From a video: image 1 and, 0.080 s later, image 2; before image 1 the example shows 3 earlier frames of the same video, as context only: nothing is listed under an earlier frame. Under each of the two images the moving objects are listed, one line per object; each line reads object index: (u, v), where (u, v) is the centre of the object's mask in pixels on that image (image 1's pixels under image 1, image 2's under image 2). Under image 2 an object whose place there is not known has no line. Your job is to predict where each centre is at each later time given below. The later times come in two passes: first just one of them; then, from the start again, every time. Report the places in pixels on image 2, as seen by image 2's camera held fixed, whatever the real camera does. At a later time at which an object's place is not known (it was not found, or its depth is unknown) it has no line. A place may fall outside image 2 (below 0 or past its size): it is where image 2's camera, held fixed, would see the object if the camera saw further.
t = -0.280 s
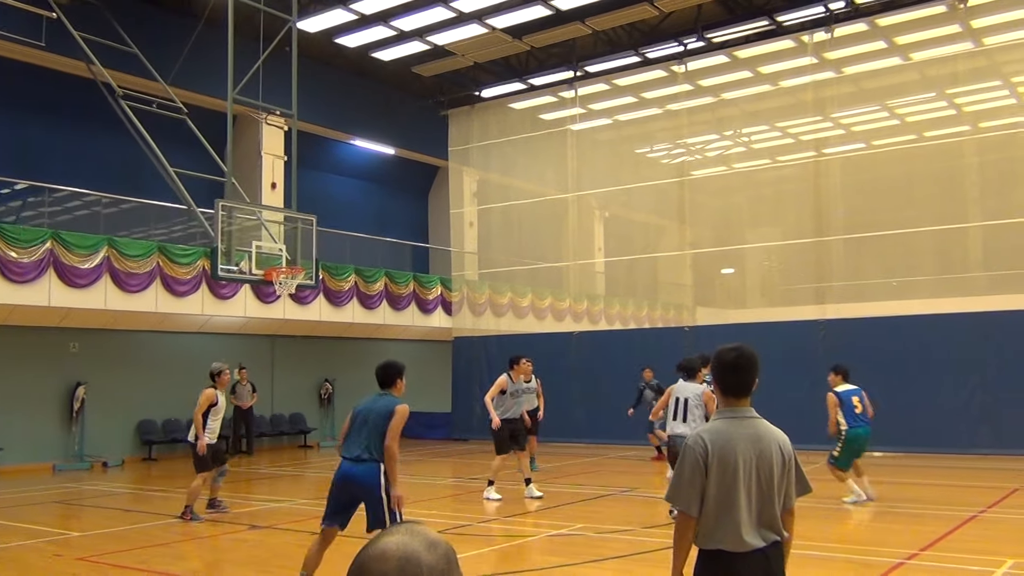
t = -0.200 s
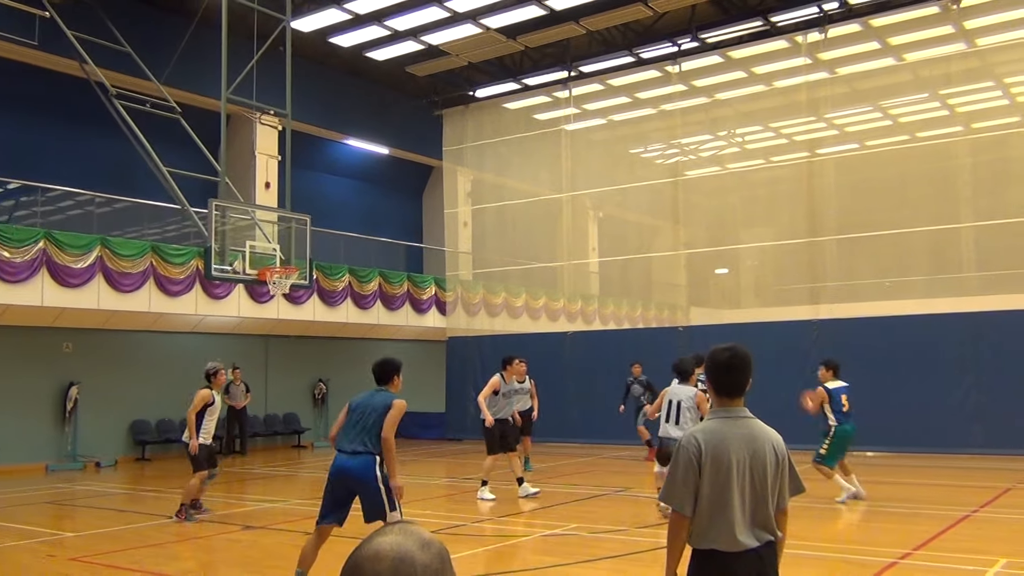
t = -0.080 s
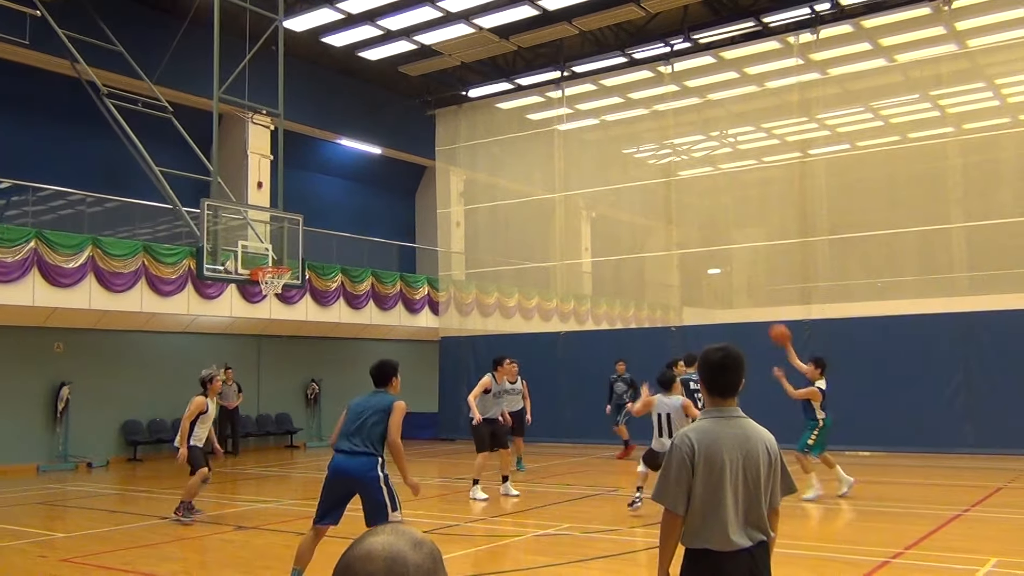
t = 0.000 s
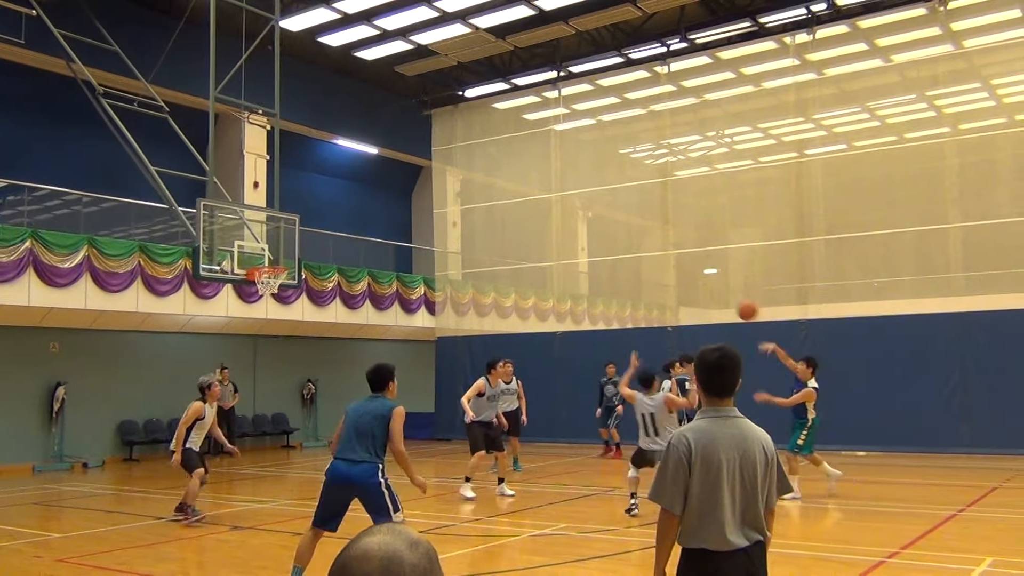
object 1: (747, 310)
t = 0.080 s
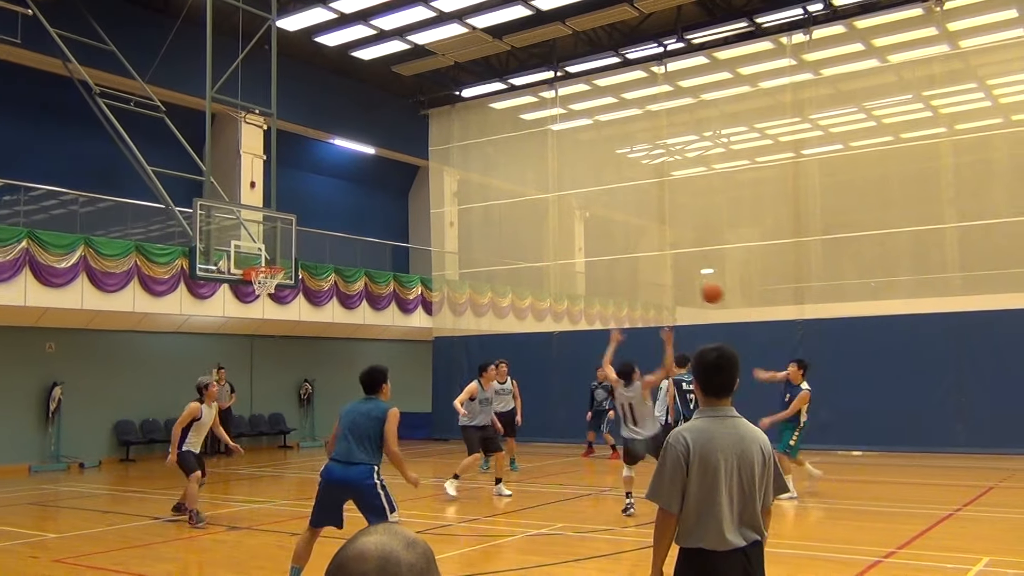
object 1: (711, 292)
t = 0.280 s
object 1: (620, 266)
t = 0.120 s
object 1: (694, 284)
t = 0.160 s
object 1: (678, 278)
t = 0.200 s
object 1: (659, 273)
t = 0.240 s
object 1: (639, 269)
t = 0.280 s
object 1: (620, 266)
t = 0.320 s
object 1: (599, 264)
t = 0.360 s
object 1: (579, 263)
